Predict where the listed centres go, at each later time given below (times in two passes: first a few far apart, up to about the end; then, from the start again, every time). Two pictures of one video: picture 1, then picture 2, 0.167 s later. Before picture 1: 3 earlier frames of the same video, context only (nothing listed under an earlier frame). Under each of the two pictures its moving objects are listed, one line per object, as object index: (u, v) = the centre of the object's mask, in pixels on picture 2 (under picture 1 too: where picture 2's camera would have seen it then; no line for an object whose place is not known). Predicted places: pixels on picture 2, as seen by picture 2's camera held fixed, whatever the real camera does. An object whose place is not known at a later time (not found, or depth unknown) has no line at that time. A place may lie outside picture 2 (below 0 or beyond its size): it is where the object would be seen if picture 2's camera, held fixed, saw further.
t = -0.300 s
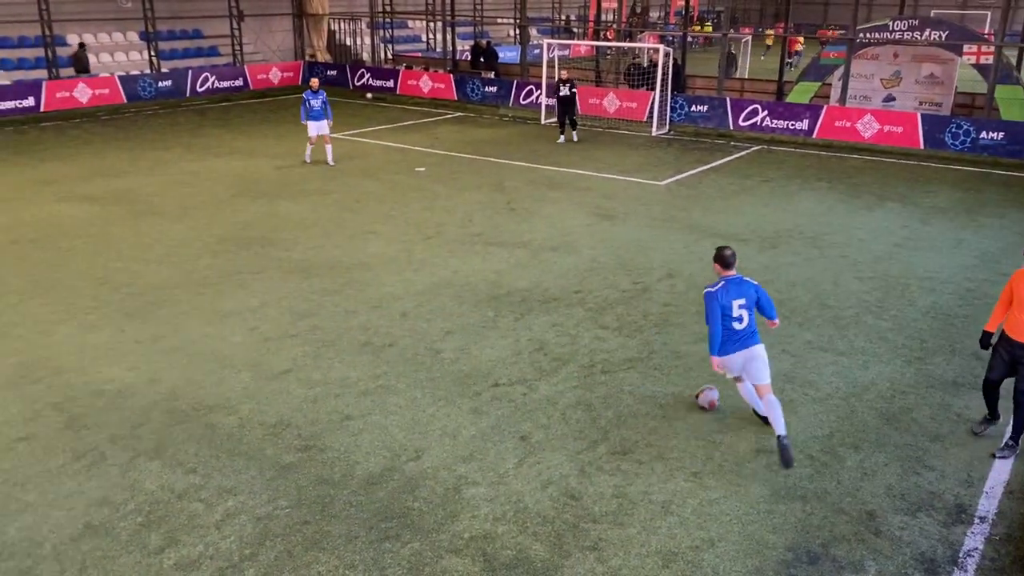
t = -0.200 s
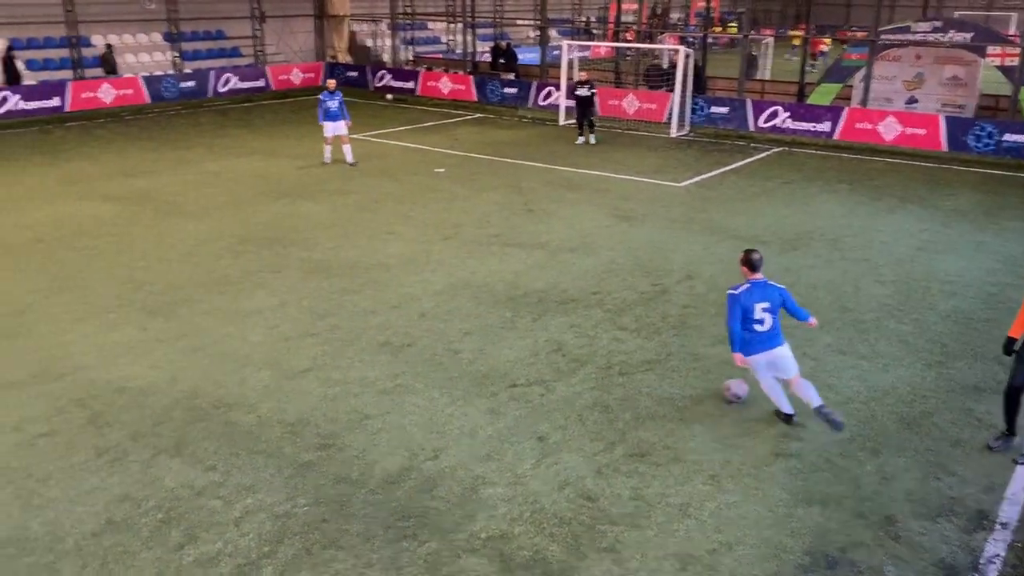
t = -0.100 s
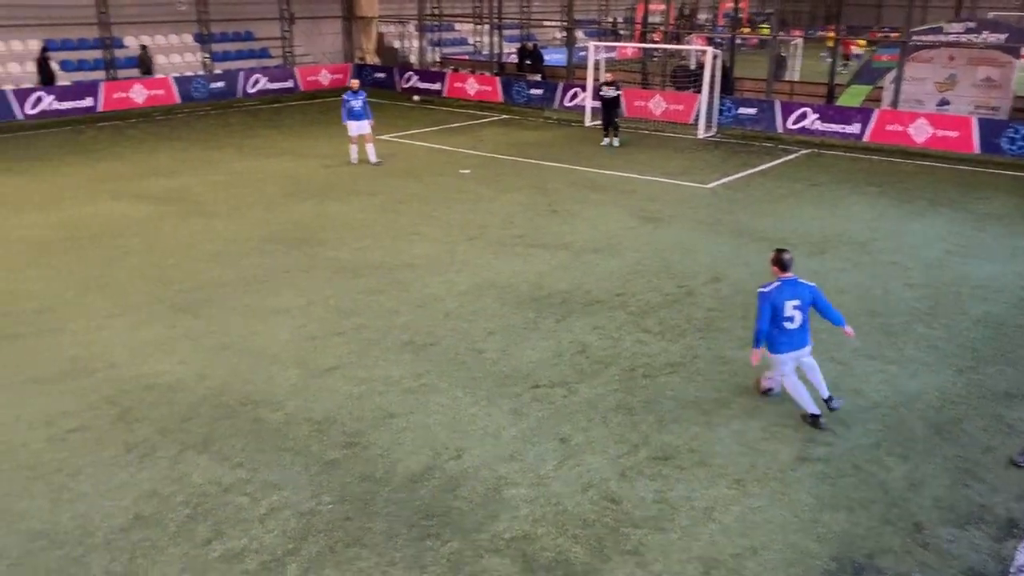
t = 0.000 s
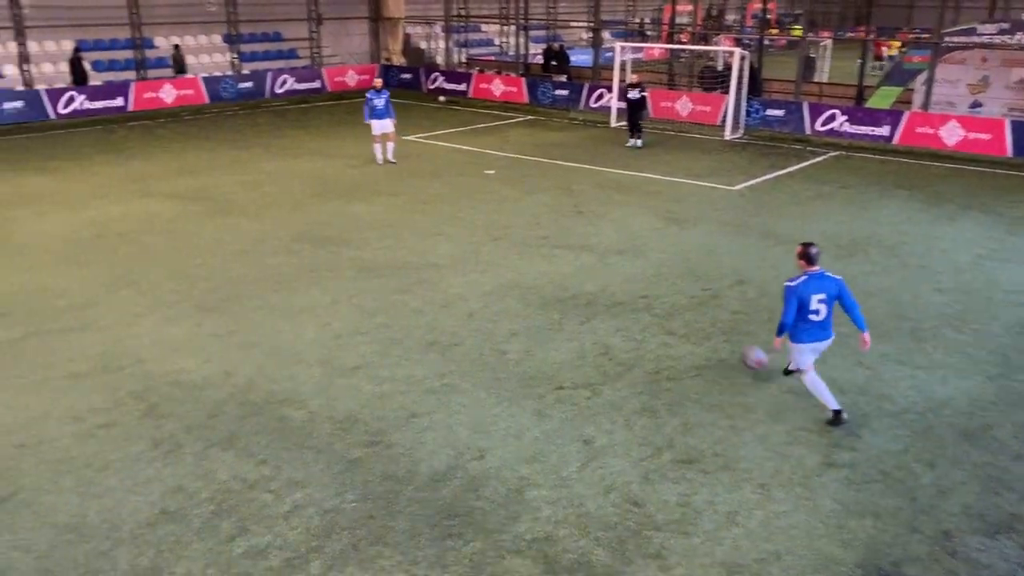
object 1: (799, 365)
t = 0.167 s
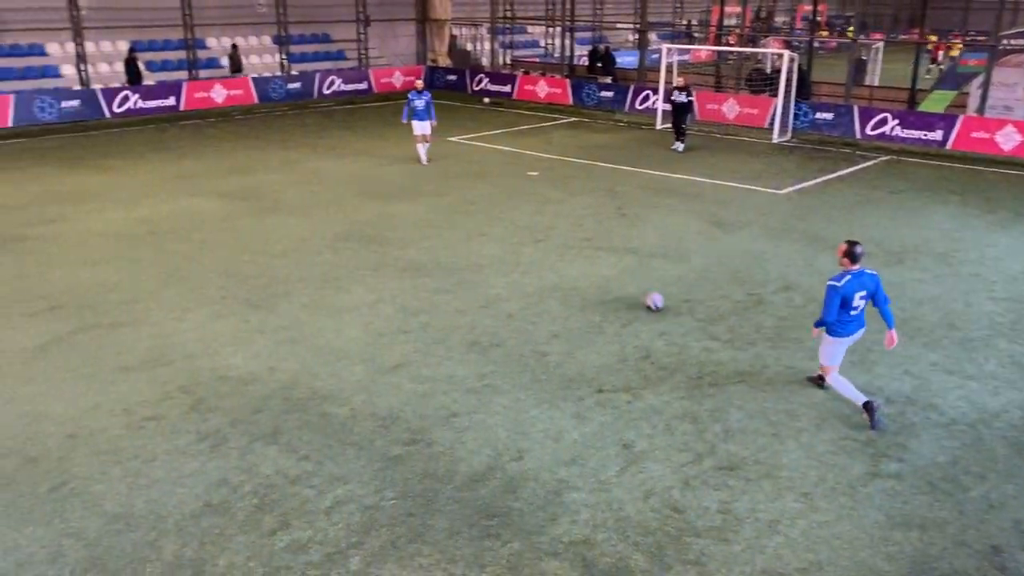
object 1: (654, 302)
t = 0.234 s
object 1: (615, 281)
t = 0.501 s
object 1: (509, 232)
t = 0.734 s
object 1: (456, 205)
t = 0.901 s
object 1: (427, 192)
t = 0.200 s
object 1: (633, 292)
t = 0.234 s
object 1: (615, 281)
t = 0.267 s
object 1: (599, 273)
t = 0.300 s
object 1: (582, 266)
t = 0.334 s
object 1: (567, 259)
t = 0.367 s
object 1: (553, 253)
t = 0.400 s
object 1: (542, 246)
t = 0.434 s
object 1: (530, 240)
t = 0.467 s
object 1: (519, 236)
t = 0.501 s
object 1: (509, 232)
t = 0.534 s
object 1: (500, 228)
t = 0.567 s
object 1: (491, 223)
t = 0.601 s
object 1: (484, 219)
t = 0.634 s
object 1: (476, 215)
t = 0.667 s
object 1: (469, 213)
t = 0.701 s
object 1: (462, 209)
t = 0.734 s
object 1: (456, 205)
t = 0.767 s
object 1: (449, 203)
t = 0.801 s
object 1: (443, 201)
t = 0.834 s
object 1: (437, 198)
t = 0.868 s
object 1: (432, 194)
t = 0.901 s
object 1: (427, 192)
